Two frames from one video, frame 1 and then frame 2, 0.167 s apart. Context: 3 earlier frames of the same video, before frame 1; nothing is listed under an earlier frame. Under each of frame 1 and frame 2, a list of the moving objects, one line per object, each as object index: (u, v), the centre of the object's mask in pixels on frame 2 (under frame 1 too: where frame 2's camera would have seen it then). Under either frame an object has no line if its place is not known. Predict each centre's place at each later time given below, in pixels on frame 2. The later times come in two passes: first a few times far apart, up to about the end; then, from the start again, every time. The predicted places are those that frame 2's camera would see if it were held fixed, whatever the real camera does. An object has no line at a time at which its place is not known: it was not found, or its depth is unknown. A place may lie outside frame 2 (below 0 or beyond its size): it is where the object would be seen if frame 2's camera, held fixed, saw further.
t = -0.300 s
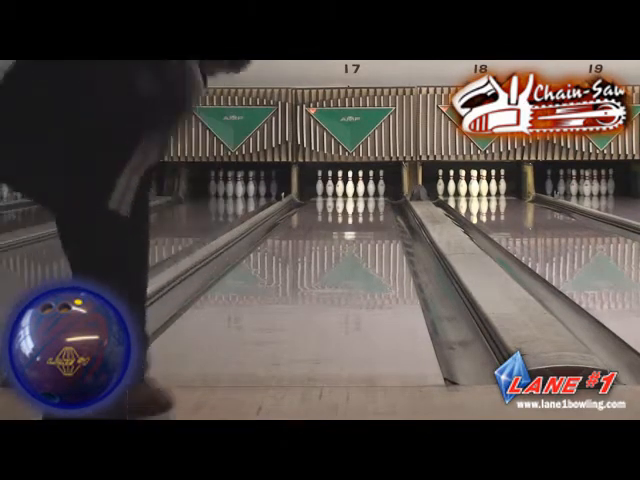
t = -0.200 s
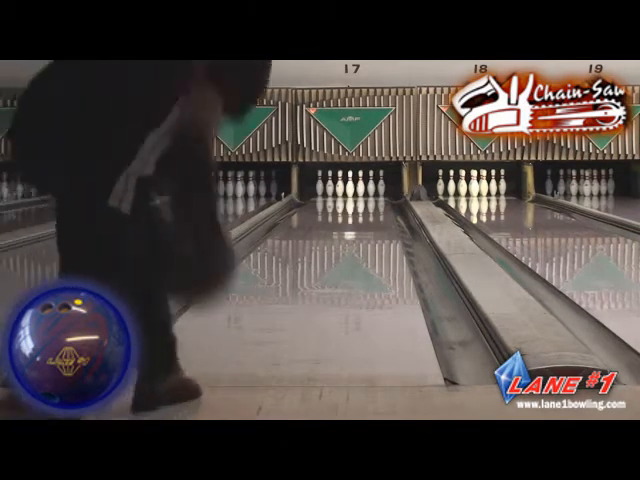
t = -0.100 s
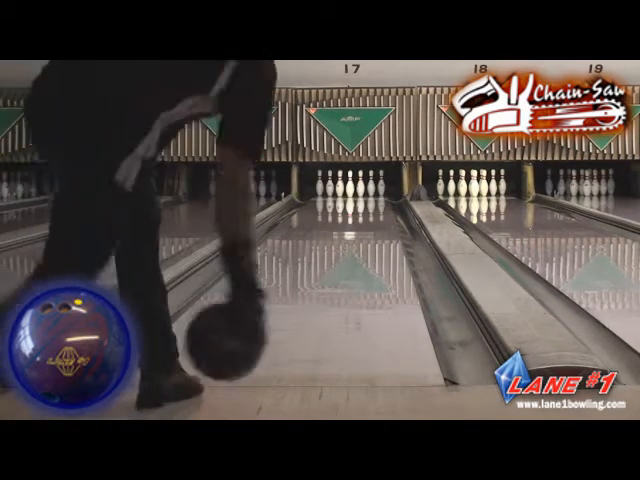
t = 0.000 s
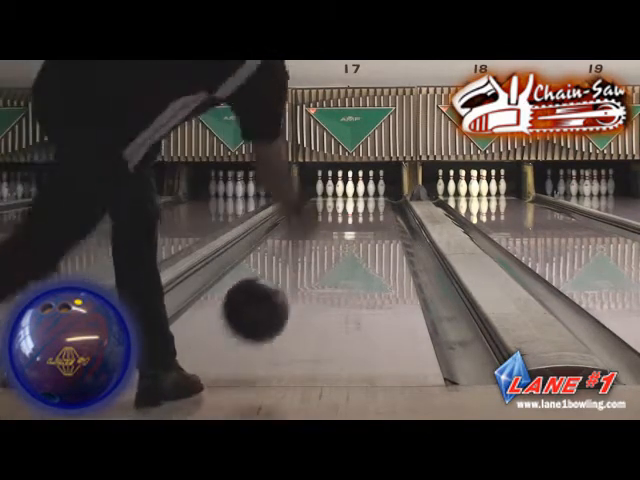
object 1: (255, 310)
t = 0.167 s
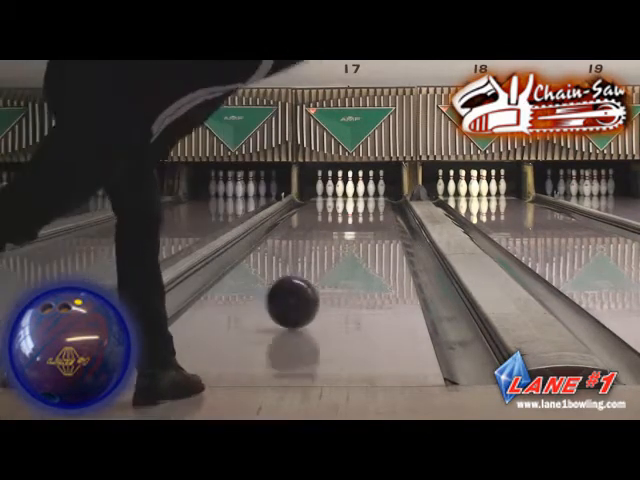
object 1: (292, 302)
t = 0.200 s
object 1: (298, 296)
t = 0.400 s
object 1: (323, 268)
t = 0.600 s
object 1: (339, 249)
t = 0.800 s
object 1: (350, 236)
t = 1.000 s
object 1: (358, 224)
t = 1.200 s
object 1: (363, 216)
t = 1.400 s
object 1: (367, 210)
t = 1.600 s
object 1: (369, 205)
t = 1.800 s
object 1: (369, 200)
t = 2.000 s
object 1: (367, 196)
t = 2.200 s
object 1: (362, 193)
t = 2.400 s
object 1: (356, 190)
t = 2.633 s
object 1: (357, 190)
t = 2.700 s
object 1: (358, 190)
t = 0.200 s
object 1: (298, 296)
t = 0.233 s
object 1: (303, 290)
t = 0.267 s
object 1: (308, 286)
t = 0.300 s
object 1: (312, 281)
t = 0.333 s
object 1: (316, 277)
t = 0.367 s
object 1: (319, 272)
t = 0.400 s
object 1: (323, 268)
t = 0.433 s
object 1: (326, 264)
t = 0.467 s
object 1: (329, 261)
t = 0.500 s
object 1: (332, 258)
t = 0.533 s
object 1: (334, 255)
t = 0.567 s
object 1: (337, 252)
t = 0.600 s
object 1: (339, 249)
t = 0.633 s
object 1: (342, 246)
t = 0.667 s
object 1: (344, 244)
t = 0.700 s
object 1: (345, 242)
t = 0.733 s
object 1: (347, 240)
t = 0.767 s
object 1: (349, 238)
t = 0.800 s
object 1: (350, 236)
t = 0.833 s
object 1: (352, 234)
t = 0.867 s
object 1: (353, 232)
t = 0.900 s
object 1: (355, 229)
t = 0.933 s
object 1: (356, 228)
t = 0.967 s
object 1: (357, 226)
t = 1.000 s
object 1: (358, 224)
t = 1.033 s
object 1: (359, 222)
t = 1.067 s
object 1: (360, 221)
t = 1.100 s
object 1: (361, 219)
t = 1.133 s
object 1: (362, 218)
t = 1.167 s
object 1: (363, 217)
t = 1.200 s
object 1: (363, 216)
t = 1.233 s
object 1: (364, 215)
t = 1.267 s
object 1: (365, 214)
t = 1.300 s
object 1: (365, 213)
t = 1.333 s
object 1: (366, 212)
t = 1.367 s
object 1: (366, 211)
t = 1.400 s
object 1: (367, 210)
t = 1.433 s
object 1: (367, 209)
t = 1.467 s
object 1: (367, 208)
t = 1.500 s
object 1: (367, 207)
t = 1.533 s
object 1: (368, 206)
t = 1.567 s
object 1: (368, 206)
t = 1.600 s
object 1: (369, 205)
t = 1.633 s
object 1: (369, 204)
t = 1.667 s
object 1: (369, 203)
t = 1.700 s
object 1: (369, 202)
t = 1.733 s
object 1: (369, 201)
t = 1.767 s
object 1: (369, 201)
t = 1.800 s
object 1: (369, 200)
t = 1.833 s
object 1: (369, 200)
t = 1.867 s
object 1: (368, 199)
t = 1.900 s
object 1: (368, 198)
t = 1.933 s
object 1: (368, 198)
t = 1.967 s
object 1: (367, 197)
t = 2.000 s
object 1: (367, 196)
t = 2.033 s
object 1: (366, 195)
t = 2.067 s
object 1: (365, 195)
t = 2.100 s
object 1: (364, 194)
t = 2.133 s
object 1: (364, 194)
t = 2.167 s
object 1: (363, 194)
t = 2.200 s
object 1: (362, 193)
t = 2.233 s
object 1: (361, 192)
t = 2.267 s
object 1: (361, 192)
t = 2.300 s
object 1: (360, 192)
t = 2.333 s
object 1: (359, 192)
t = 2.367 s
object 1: (357, 190)
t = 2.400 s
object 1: (356, 190)
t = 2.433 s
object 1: (355, 190)
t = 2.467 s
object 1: (356, 190)
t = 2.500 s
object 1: (355, 190)
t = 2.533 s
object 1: (355, 190)
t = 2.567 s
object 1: (356, 190)
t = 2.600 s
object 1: (357, 190)
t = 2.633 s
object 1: (357, 190)
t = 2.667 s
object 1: (358, 189)
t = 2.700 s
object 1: (358, 190)
